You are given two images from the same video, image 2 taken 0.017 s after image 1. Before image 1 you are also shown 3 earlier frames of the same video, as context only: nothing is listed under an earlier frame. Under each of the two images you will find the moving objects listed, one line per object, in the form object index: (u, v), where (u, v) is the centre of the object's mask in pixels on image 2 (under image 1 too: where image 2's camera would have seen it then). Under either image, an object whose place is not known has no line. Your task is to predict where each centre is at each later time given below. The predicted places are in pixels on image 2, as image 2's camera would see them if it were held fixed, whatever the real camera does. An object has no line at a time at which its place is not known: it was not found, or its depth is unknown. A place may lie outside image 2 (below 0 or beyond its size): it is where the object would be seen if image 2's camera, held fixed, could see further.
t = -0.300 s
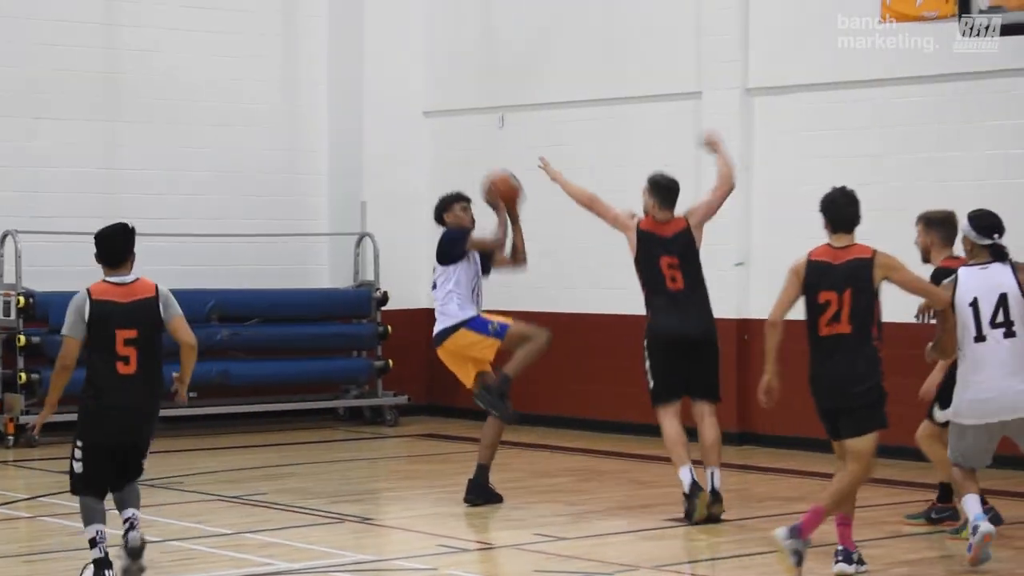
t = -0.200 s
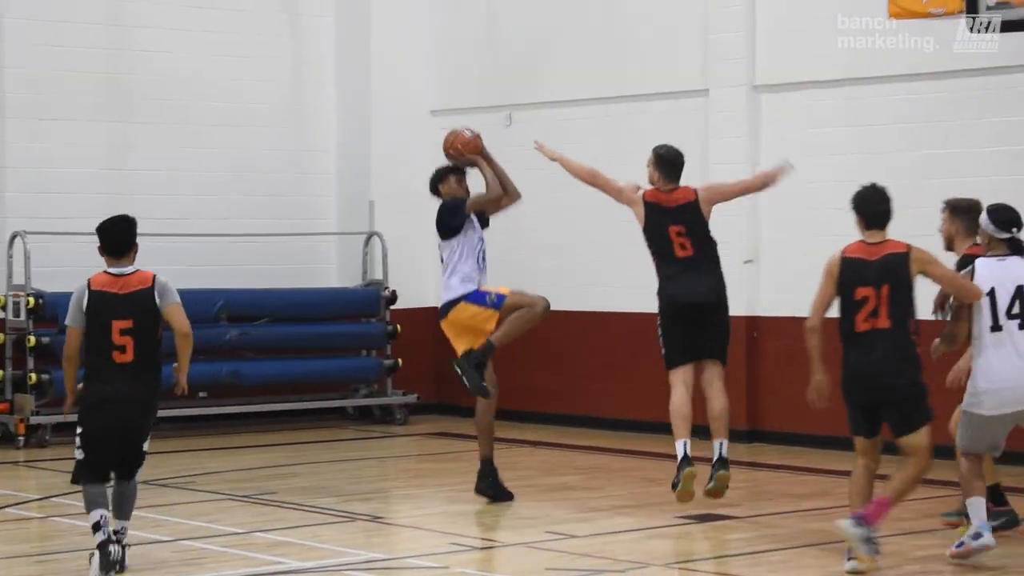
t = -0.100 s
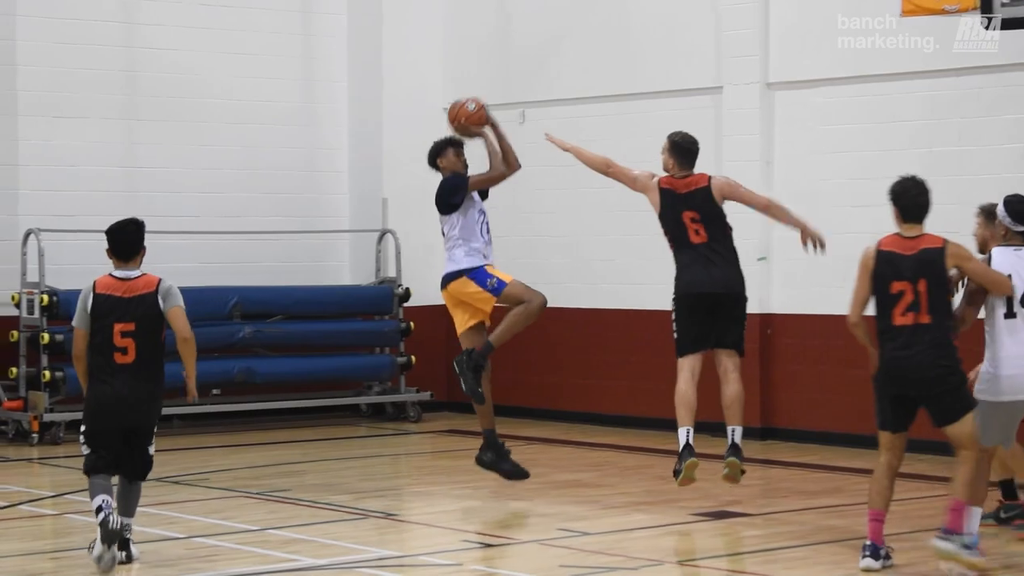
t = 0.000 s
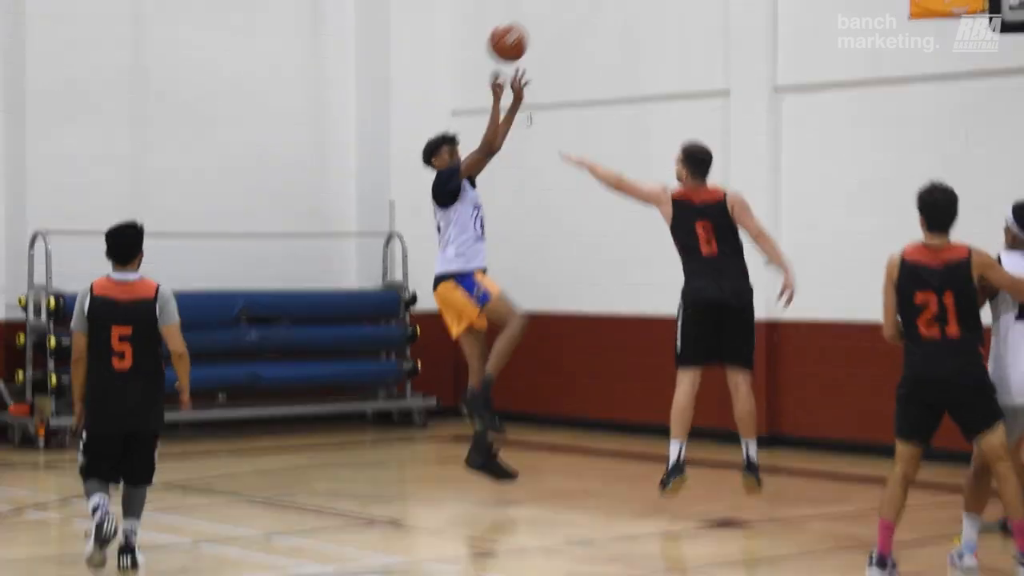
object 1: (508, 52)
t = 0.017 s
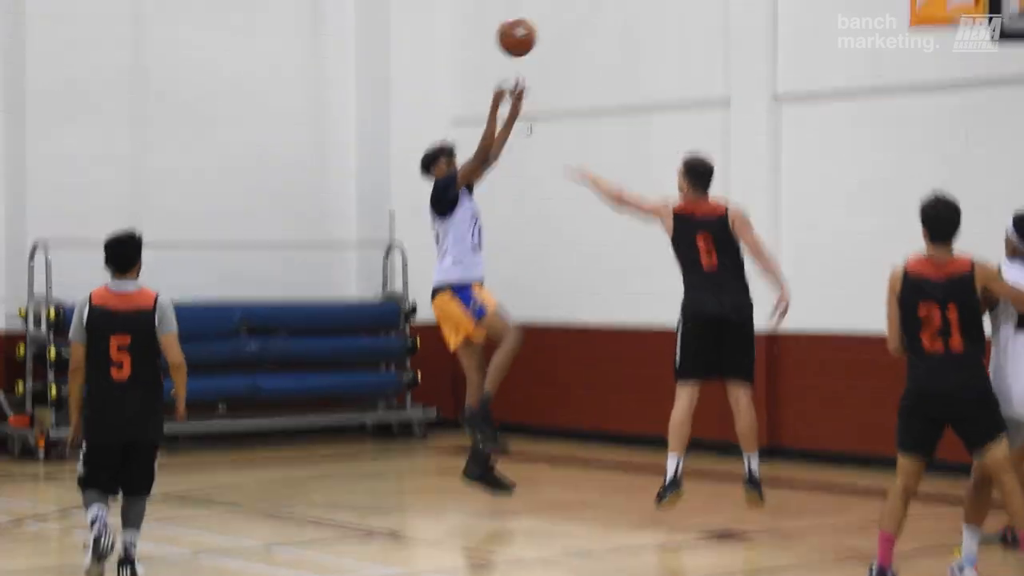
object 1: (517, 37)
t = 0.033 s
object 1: (525, 22)
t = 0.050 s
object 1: (534, 8)
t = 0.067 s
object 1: (543, -7)
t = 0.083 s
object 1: (551, -21)
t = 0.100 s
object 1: (561, -33)
